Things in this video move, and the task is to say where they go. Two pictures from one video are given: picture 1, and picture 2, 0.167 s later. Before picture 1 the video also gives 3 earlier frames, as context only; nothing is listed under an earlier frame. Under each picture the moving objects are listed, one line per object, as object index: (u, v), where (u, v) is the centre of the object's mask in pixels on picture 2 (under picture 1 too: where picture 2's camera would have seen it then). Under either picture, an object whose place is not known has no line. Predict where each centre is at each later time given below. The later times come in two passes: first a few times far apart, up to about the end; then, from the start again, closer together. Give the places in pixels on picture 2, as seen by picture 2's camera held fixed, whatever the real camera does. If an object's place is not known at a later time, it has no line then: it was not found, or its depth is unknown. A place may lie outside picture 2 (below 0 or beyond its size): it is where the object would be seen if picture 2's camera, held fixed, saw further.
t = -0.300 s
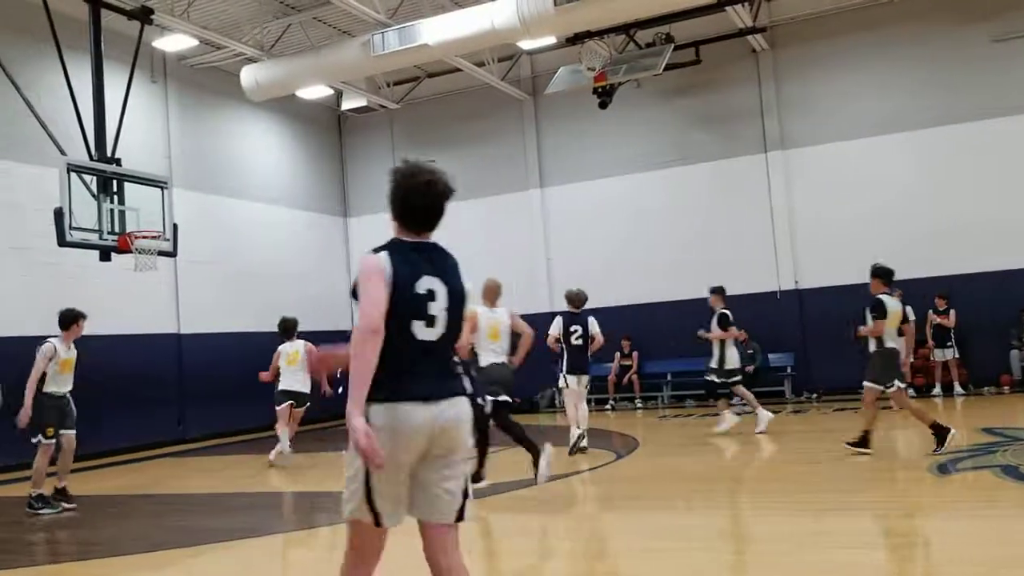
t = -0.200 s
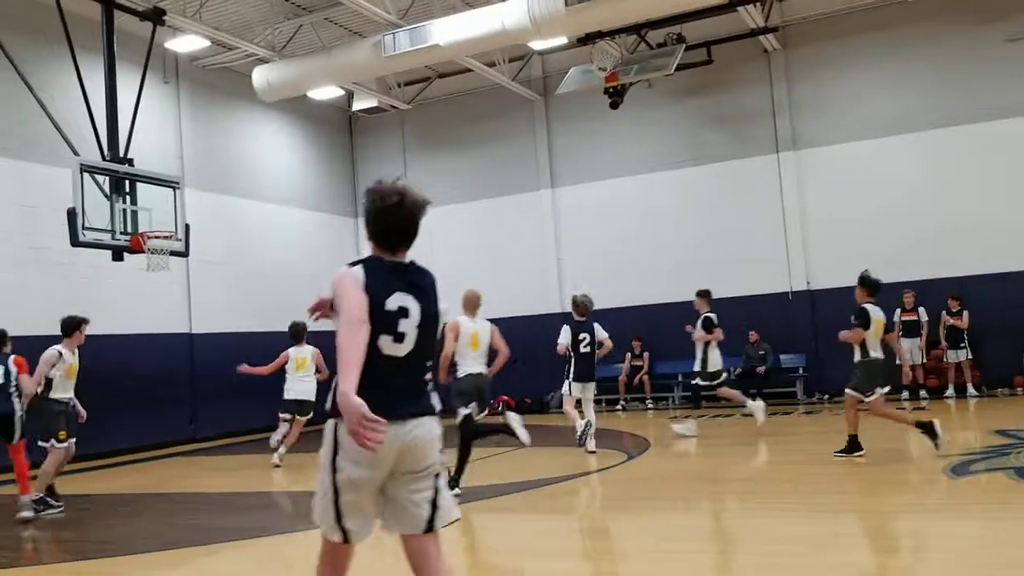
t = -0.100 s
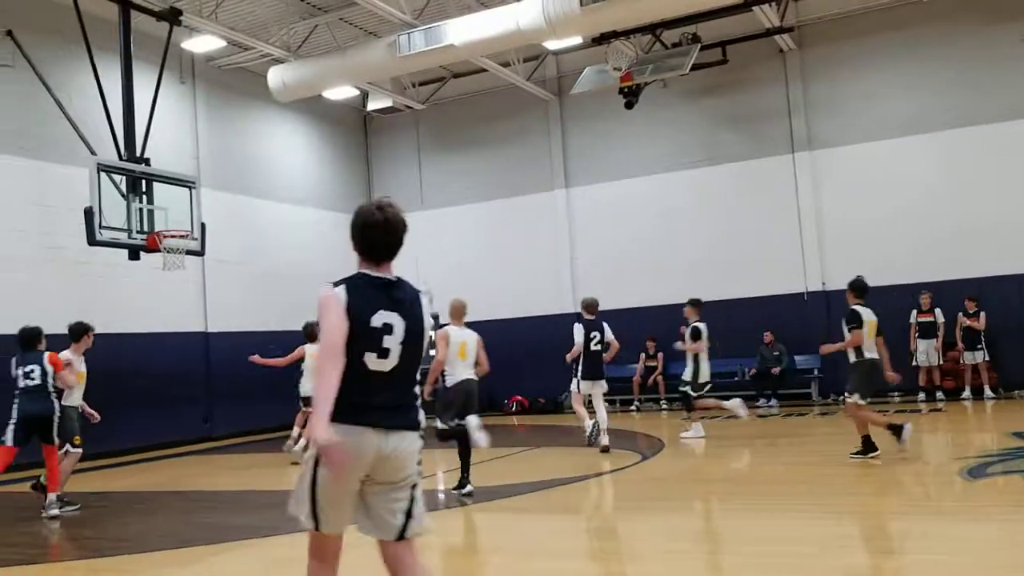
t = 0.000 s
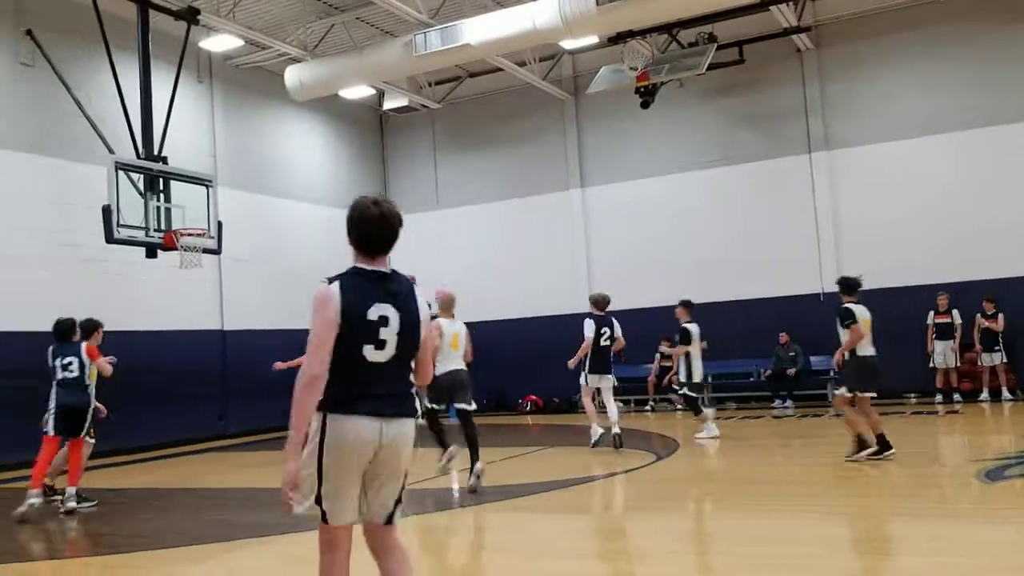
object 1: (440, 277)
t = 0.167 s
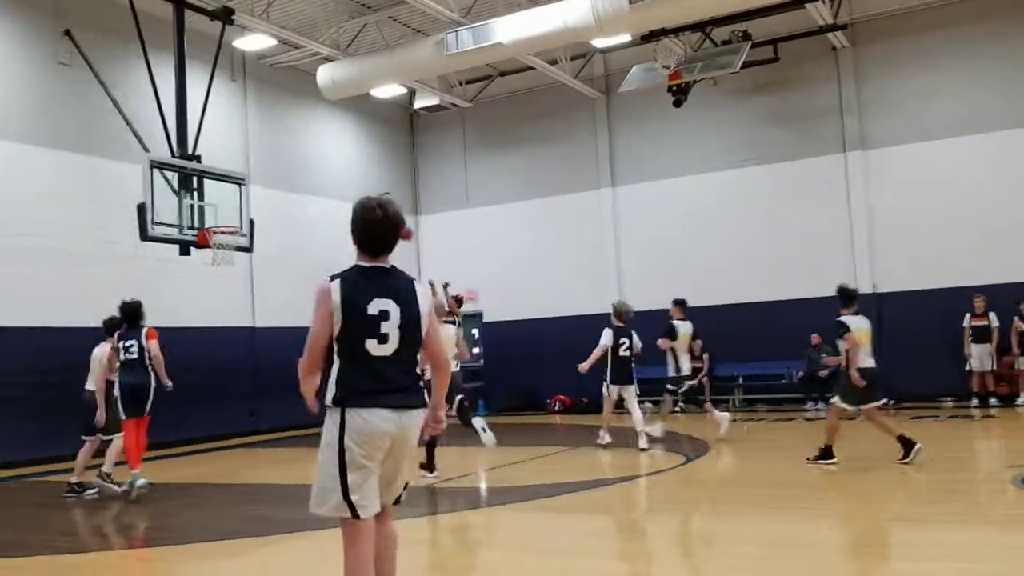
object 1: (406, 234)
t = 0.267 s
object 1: (385, 208)
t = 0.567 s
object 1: (316, 175)
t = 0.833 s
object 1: (248, 193)
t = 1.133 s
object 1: (266, 215)
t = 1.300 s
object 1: (324, 224)
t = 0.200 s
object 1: (399, 225)
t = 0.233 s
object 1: (396, 217)
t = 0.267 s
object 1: (385, 208)
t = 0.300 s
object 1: (377, 202)
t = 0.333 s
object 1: (370, 198)
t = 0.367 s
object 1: (363, 193)
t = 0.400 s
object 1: (356, 188)
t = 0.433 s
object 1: (348, 184)
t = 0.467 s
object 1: (338, 181)
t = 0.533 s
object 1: (324, 176)
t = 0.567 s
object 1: (316, 175)
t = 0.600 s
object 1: (308, 175)
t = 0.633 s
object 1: (300, 175)
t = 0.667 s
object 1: (291, 176)
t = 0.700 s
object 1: (284, 177)
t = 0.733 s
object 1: (275, 180)
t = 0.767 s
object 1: (266, 184)
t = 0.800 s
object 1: (257, 188)
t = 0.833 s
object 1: (248, 193)
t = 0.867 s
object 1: (239, 199)
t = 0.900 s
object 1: (231, 206)
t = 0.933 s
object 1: (221, 214)
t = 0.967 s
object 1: (212, 223)
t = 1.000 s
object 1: (220, 221)
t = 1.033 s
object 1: (232, 218)
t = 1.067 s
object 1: (243, 216)
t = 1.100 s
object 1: (254, 215)
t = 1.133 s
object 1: (266, 215)
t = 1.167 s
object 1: (277, 215)
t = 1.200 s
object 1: (291, 215)
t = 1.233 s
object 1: (298, 218)
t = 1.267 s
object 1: (309, 221)
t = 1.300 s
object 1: (324, 224)
